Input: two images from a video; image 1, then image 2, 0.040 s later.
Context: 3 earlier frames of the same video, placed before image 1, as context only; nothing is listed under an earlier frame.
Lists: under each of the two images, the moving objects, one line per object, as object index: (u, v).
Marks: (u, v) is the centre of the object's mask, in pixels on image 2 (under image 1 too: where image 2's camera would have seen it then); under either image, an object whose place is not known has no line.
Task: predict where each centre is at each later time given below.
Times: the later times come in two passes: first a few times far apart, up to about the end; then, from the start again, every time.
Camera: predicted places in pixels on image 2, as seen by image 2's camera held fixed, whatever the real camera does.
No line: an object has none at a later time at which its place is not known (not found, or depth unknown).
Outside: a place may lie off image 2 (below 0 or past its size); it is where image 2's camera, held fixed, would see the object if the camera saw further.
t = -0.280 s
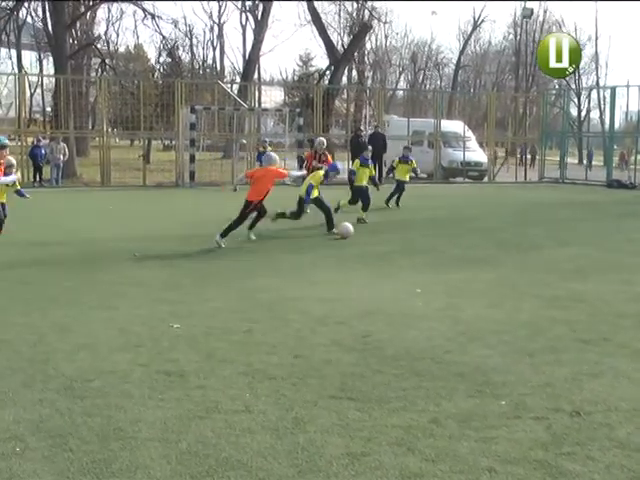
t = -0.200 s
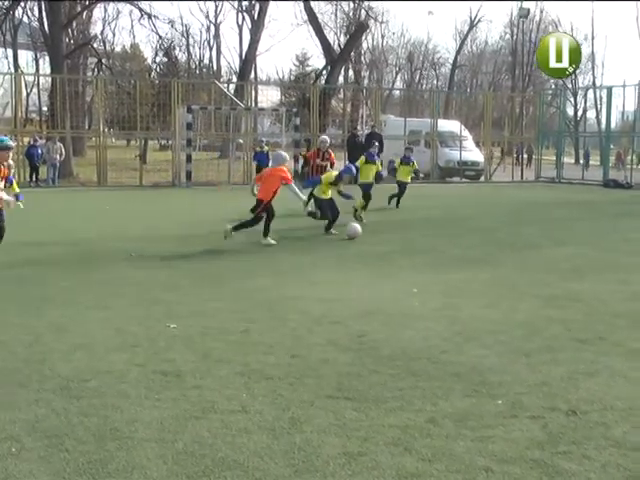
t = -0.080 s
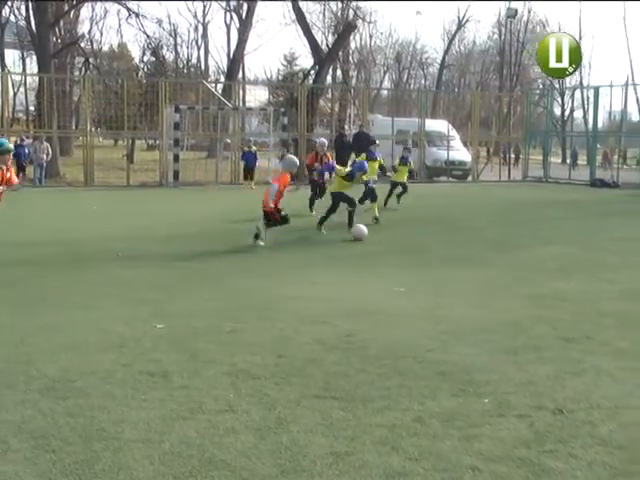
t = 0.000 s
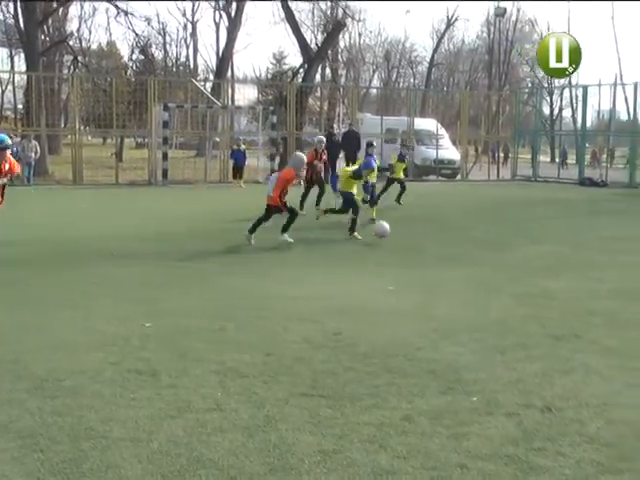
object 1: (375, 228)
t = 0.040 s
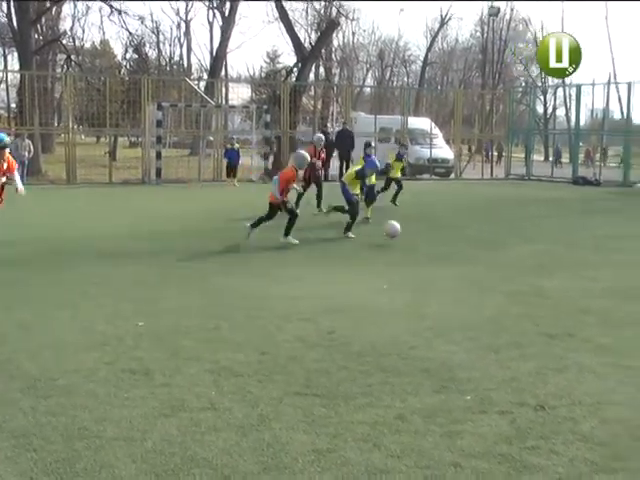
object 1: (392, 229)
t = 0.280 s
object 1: (489, 244)
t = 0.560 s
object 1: (595, 257)
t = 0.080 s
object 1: (409, 231)
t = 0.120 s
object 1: (425, 234)
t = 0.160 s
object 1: (443, 238)
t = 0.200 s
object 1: (459, 242)
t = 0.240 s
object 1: (474, 242)
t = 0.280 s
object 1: (489, 244)
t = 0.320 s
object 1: (503, 247)
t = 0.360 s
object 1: (519, 249)
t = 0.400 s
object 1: (533, 250)
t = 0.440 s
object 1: (548, 252)
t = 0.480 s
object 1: (563, 252)
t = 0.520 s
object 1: (579, 254)
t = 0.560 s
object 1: (595, 257)
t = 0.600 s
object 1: (611, 256)
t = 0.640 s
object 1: (626, 256)
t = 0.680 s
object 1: (642, 258)
